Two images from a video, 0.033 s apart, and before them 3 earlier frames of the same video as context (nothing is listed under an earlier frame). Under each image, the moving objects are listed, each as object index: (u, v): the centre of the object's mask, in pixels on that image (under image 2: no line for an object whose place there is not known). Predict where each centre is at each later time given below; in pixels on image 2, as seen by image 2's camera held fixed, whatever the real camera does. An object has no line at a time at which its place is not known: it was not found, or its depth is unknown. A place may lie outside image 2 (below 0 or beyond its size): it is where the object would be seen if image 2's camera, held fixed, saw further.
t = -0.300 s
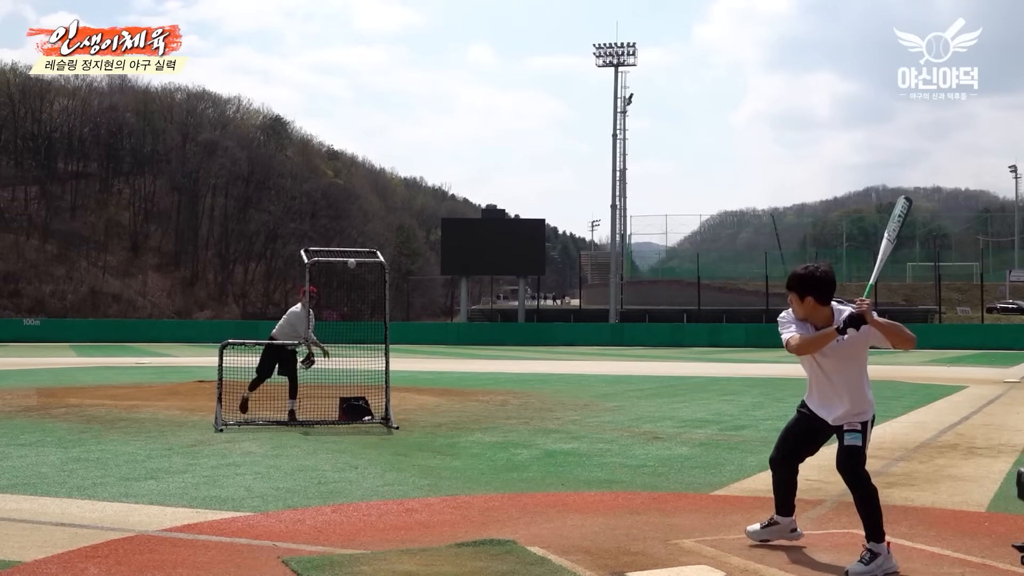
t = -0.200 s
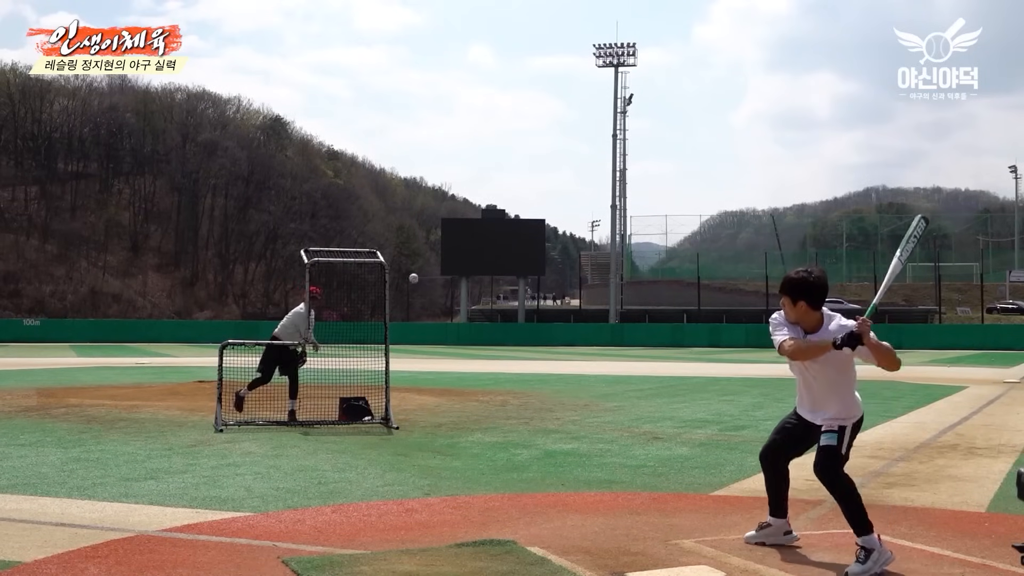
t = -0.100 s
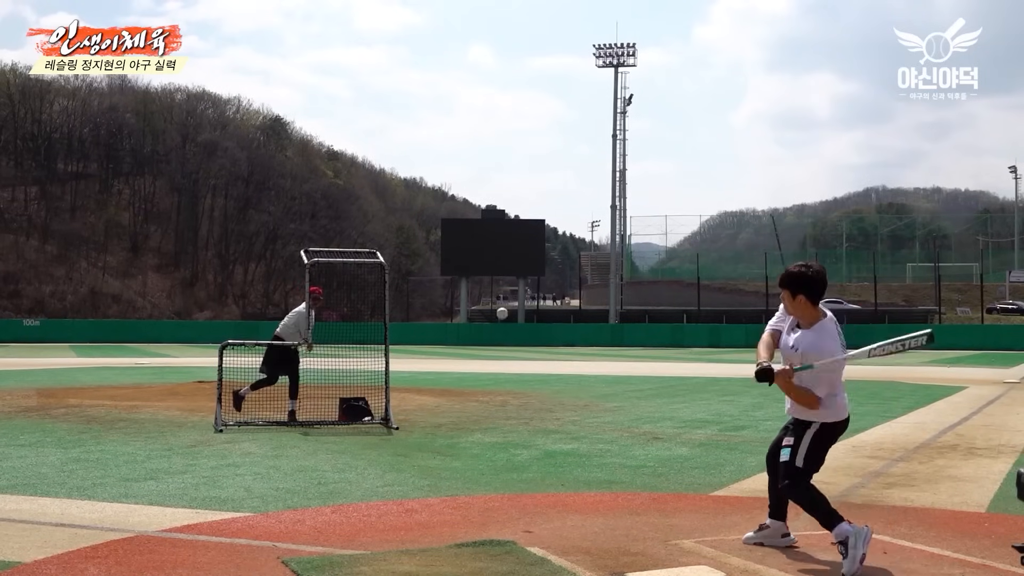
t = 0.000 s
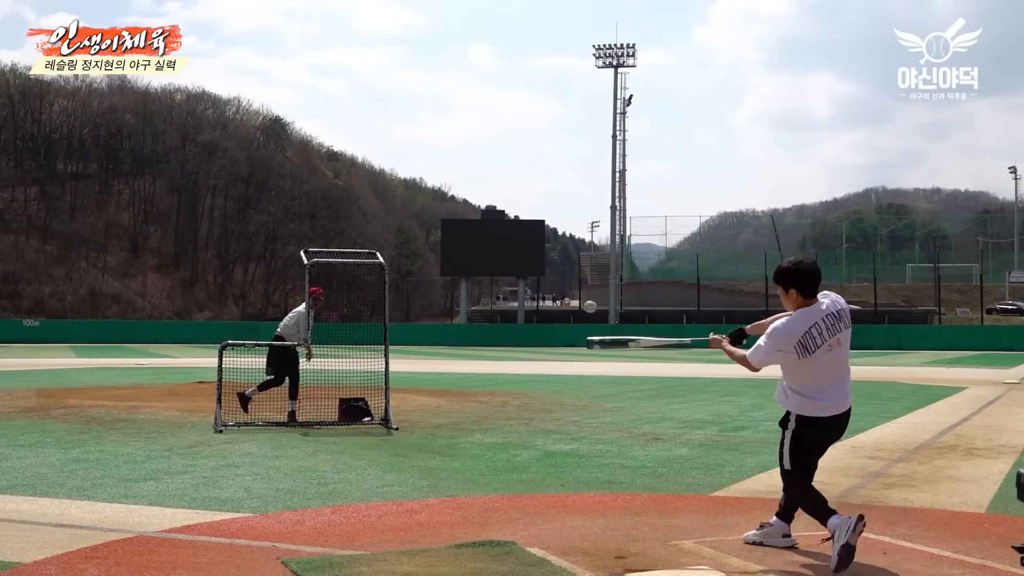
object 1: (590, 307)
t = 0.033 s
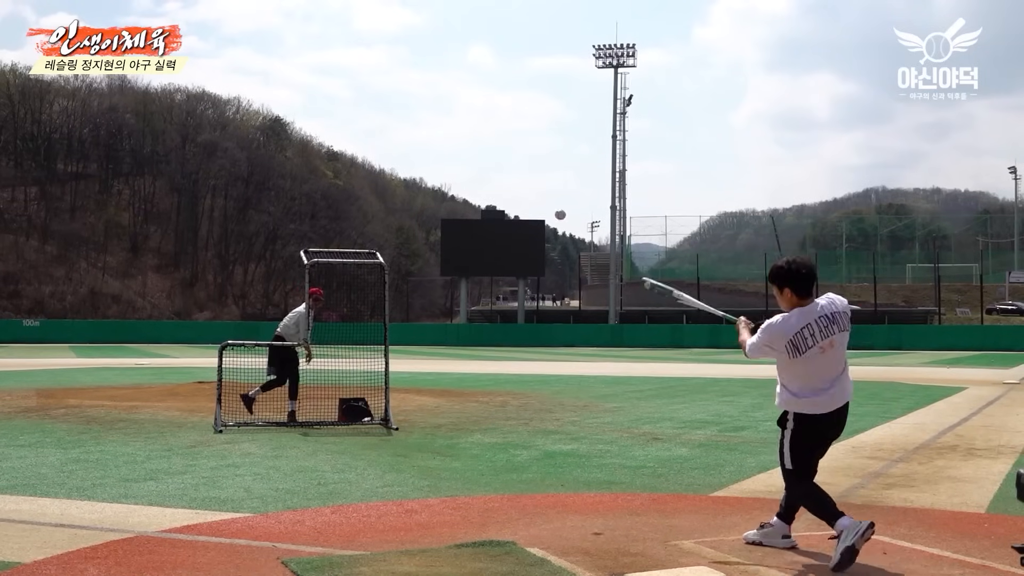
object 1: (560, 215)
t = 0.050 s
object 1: (548, 177)
